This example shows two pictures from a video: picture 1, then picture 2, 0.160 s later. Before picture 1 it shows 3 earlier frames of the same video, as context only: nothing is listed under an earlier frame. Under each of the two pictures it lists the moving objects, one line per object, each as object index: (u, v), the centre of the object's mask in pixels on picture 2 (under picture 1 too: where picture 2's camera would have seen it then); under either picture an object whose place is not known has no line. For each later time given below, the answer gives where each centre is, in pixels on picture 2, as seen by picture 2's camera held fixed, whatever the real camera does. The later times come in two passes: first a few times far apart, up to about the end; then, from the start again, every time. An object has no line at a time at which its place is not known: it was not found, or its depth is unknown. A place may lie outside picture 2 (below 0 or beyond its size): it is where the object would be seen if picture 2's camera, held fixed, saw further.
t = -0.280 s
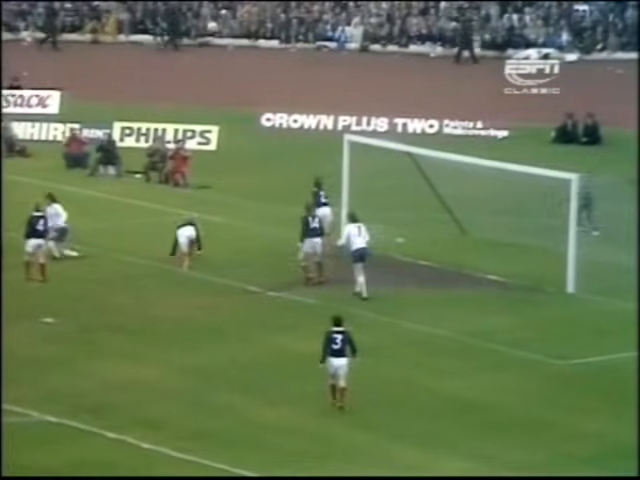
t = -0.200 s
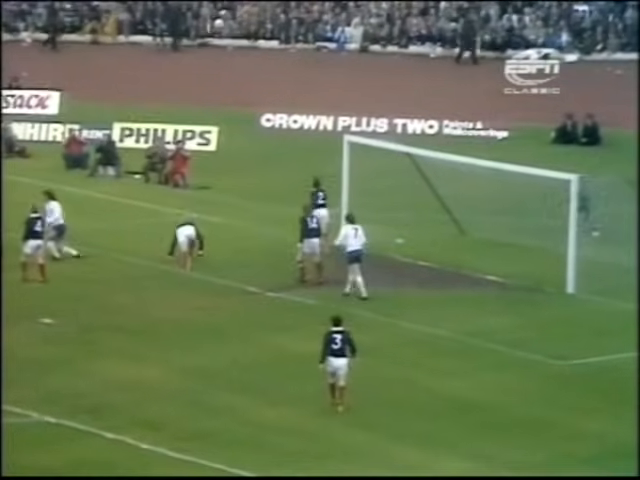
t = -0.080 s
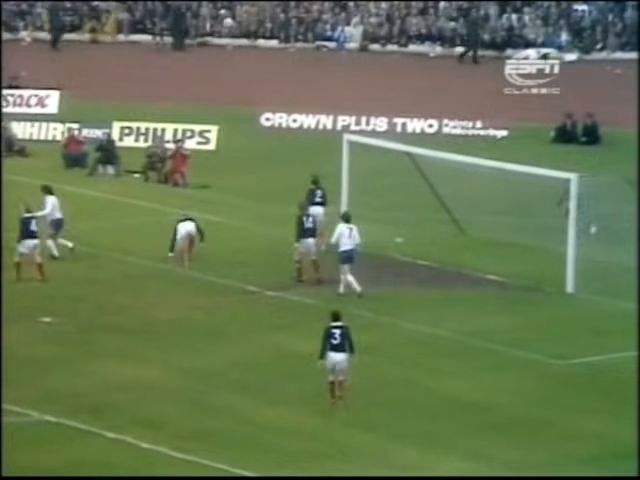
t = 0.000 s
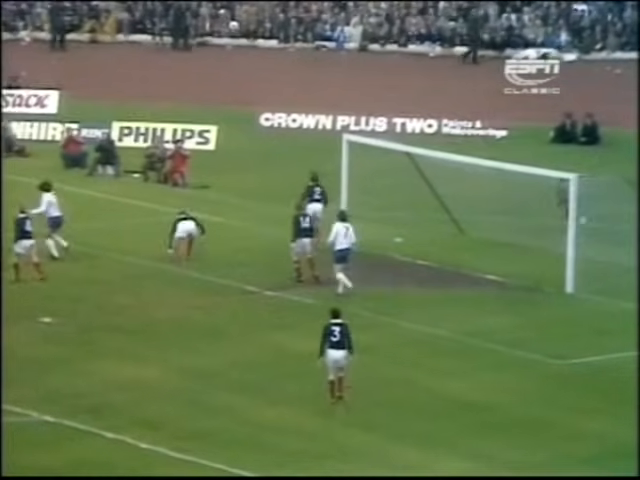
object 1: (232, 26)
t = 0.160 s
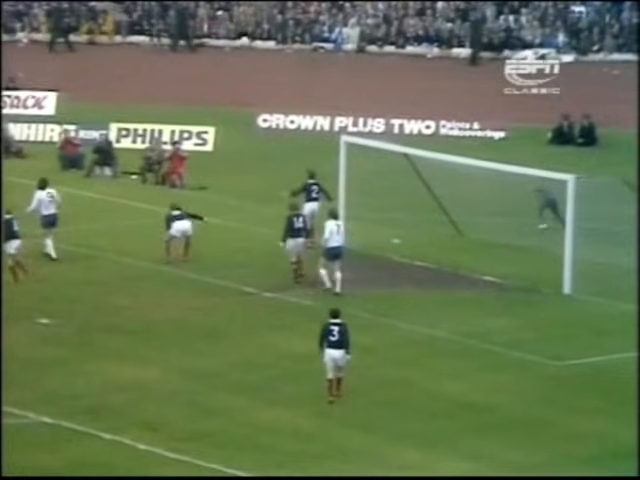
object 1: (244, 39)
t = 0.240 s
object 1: (250, 50)
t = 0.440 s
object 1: (263, 87)
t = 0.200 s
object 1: (245, 44)
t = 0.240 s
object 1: (250, 50)
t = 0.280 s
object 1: (251, 56)
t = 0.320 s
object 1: (256, 63)
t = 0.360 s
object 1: (259, 71)
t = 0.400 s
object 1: (261, 79)
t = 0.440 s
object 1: (263, 87)
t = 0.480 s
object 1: (266, 96)
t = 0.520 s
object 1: (268, 104)
